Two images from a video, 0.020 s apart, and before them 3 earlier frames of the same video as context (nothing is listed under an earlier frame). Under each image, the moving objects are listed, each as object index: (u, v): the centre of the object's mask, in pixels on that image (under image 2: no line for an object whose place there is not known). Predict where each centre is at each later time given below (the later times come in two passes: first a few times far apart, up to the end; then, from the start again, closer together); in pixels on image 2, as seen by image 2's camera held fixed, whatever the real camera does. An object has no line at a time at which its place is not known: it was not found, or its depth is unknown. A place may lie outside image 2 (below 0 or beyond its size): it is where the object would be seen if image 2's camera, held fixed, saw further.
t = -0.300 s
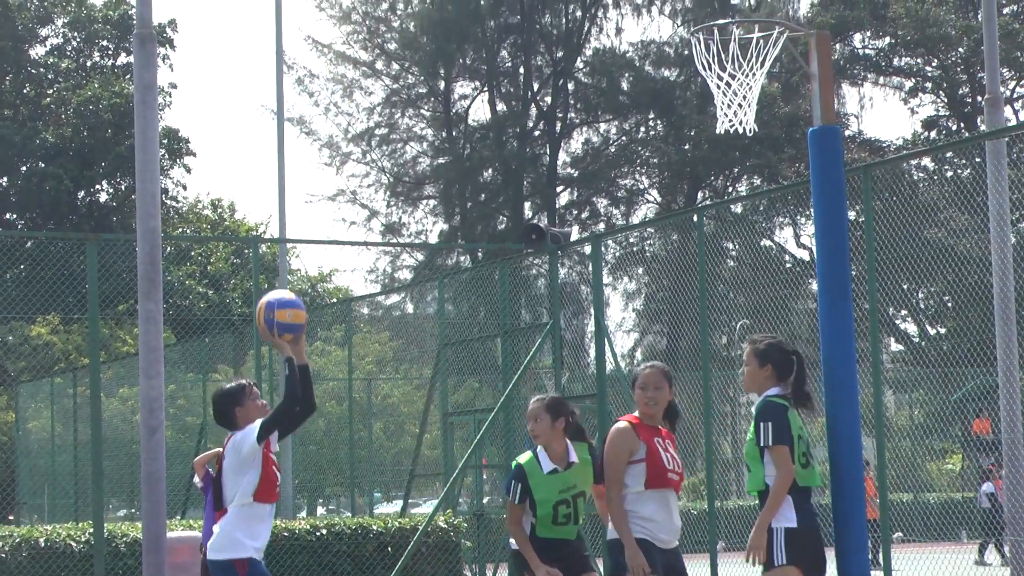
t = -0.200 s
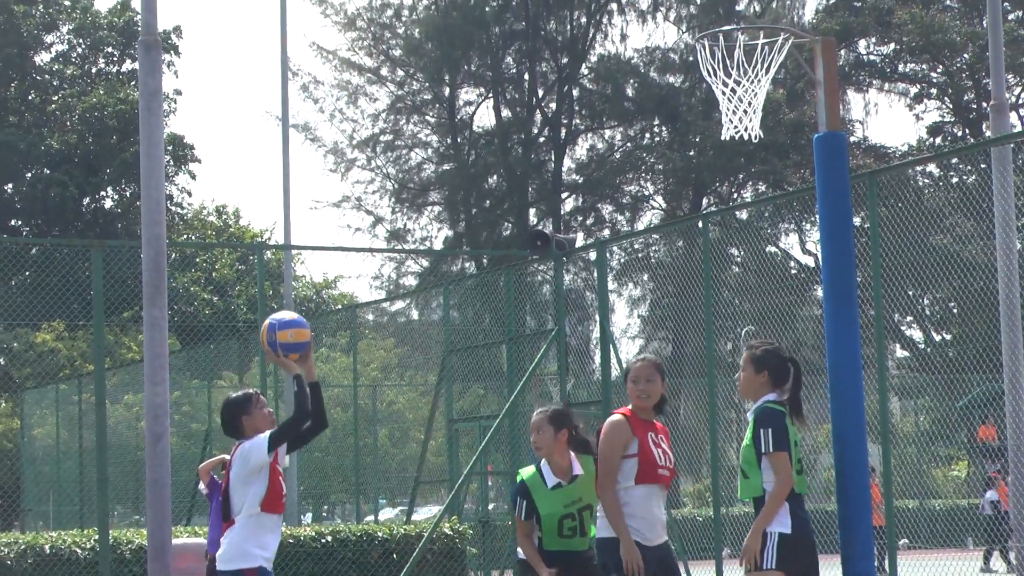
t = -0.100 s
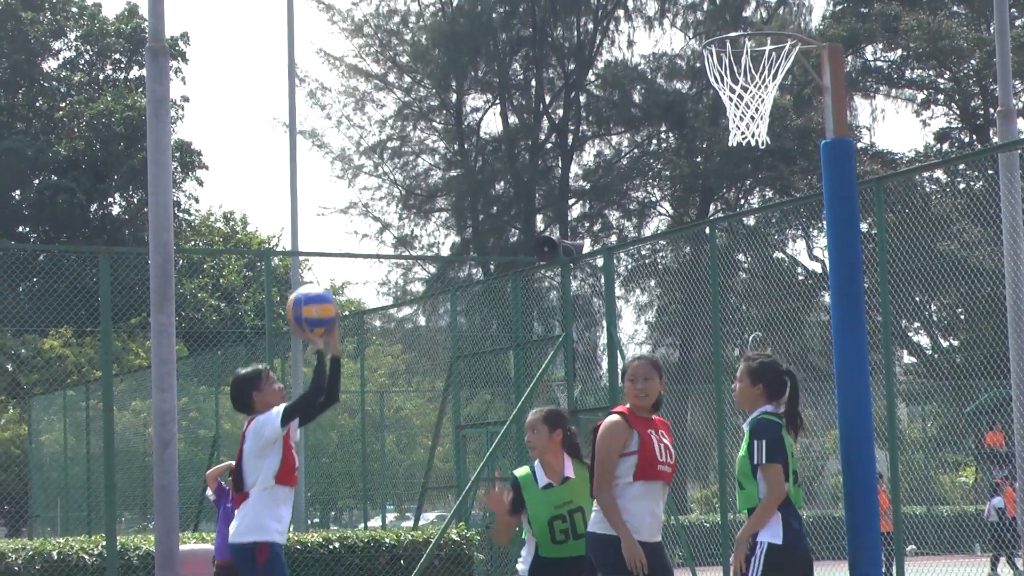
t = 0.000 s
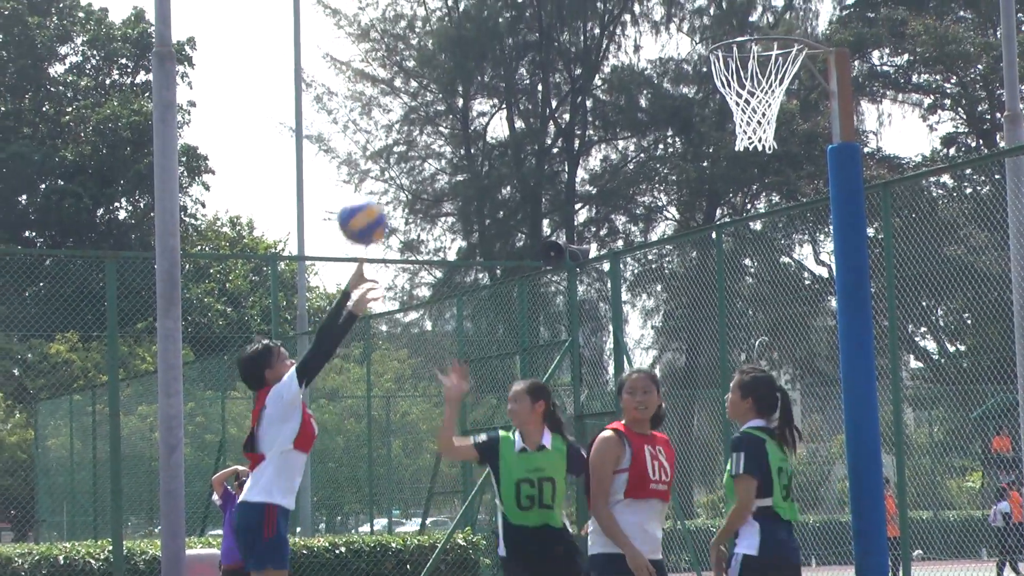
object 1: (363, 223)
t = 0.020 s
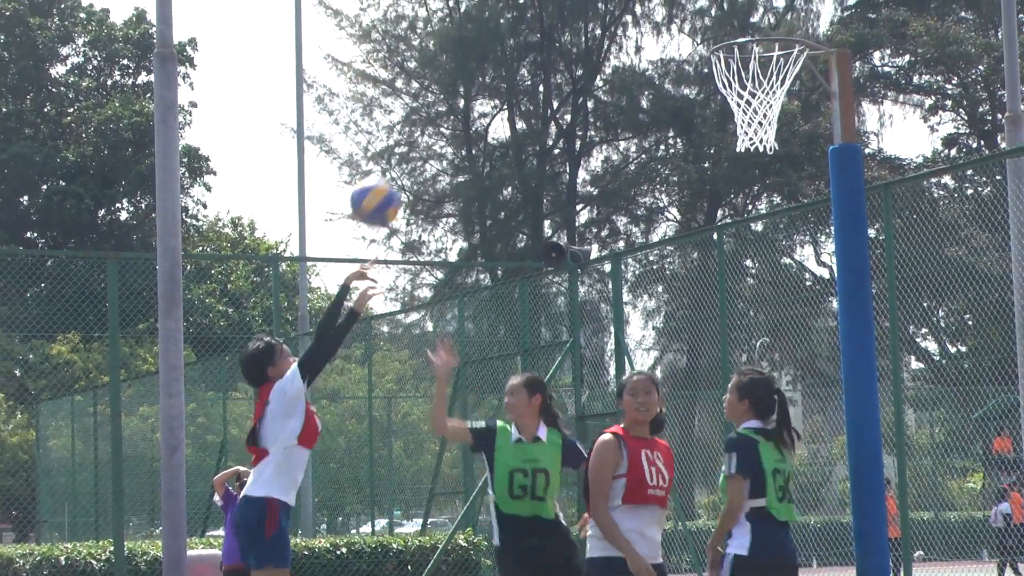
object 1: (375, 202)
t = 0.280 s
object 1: (514, 24)
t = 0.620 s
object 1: (703, 5)
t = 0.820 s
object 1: (803, 89)
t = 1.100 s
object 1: (838, 200)
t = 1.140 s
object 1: (843, 230)
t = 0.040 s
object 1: (384, 183)
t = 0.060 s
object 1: (396, 165)
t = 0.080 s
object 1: (406, 149)
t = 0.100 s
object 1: (417, 133)
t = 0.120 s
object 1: (428, 117)
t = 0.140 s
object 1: (439, 101)
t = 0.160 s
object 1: (449, 88)
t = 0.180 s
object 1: (460, 75)
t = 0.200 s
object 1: (470, 62)
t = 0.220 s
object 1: (481, 52)
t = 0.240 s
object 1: (492, 41)
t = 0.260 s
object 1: (503, 32)
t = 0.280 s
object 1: (514, 24)
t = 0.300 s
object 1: (525, 15)
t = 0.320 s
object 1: (536, 10)
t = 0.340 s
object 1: (547, 6)
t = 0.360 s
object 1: (558, 3)
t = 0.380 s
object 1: (569, 0)
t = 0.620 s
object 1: (703, 5)
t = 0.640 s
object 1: (715, 12)
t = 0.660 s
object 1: (726, 19)
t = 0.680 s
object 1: (737, 28)
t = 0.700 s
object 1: (747, 37)
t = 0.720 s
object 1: (760, 48)
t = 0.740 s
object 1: (770, 60)
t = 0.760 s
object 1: (782, 73)
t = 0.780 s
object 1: (791, 81)
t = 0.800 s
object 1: (798, 87)
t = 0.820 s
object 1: (803, 89)
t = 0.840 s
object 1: (806, 90)
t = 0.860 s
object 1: (811, 97)
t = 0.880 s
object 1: (811, 100)
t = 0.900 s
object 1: (811, 102)
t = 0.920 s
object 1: (814, 108)
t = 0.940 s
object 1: (817, 115)
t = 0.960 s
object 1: (819, 122)
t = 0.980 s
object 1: (822, 130)
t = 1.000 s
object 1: (824, 139)
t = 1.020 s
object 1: (827, 150)
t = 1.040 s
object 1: (829, 161)
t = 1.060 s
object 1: (831, 173)
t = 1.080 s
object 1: (835, 186)
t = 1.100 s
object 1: (838, 200)
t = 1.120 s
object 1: (841, 214)
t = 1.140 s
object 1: (843, 230)
